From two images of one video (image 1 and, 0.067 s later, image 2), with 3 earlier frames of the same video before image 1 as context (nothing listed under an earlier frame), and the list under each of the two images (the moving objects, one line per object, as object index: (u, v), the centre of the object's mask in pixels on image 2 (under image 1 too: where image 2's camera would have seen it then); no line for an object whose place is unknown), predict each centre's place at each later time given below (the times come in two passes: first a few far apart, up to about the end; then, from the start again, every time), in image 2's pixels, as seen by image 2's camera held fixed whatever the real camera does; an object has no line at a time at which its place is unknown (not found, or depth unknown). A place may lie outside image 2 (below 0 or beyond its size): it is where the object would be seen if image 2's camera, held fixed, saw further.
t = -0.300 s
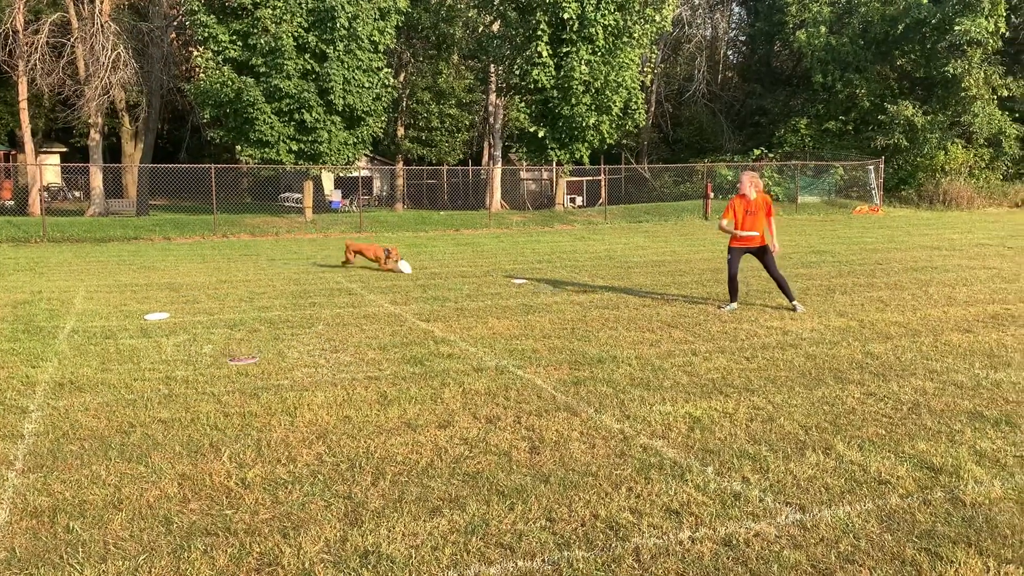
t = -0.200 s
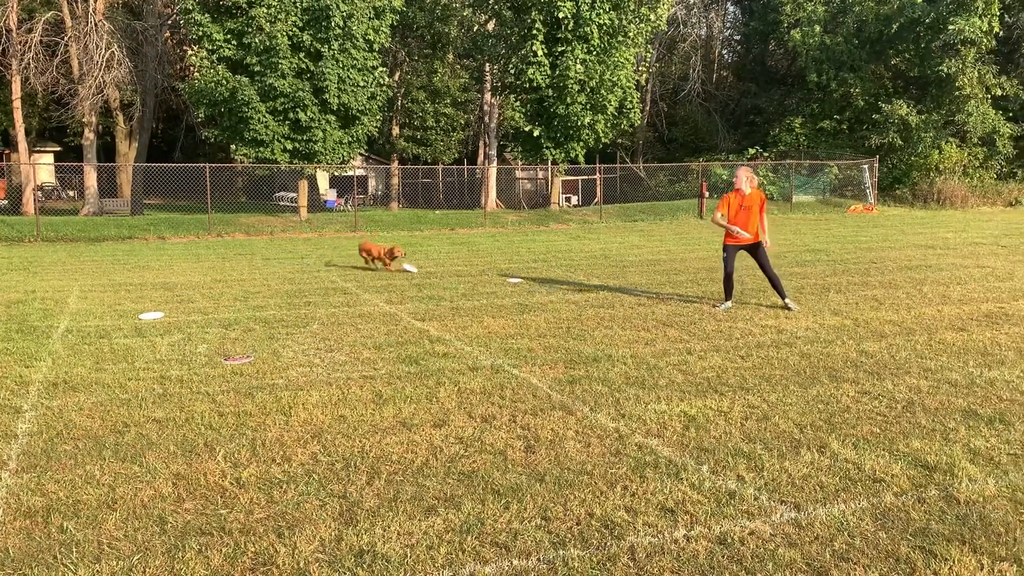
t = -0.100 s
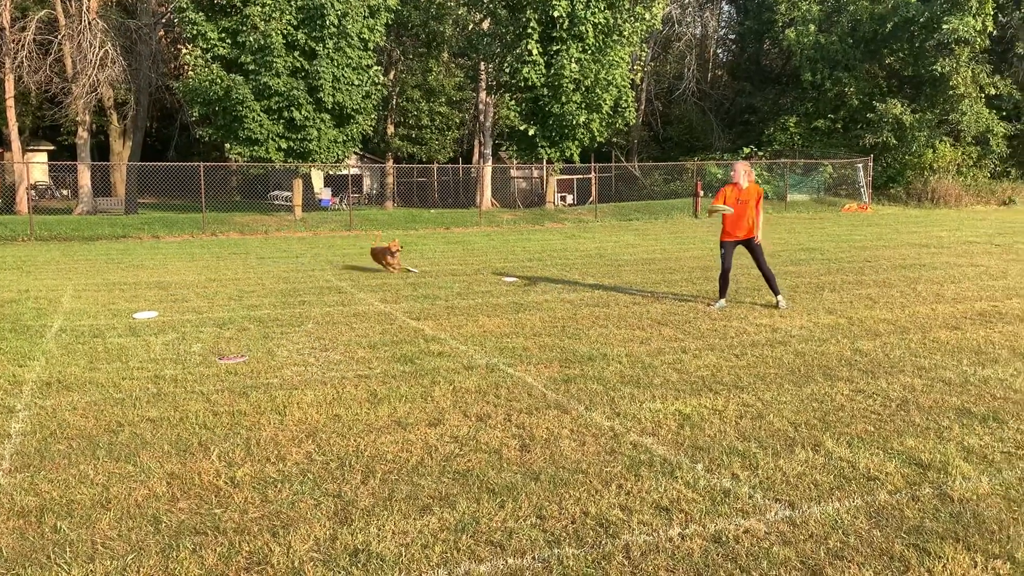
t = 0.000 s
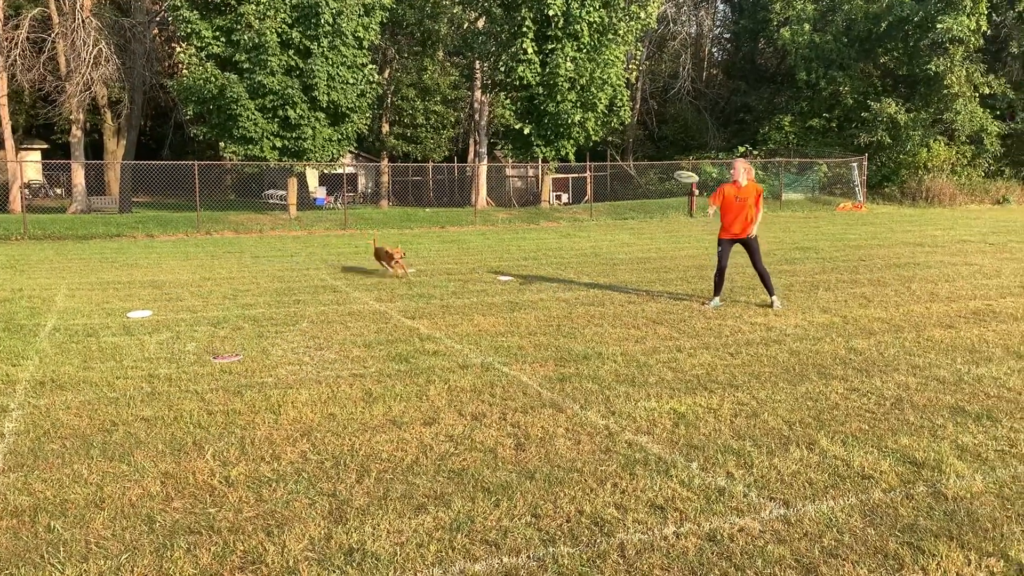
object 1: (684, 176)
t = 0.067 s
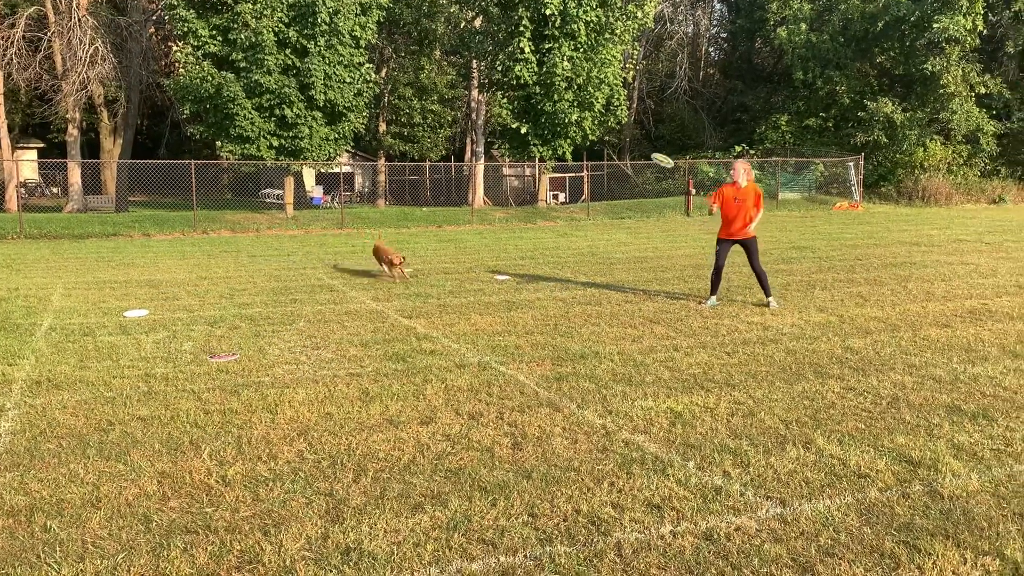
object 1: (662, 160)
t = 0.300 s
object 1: (586, 134)
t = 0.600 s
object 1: (487, 158)
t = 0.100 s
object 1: (652, 154)
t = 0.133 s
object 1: (640, 148)
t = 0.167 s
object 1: (629, 143)
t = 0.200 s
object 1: (618, 140)
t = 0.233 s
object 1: (607, 137)
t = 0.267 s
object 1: (596, 135)
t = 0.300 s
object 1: (586, 134)
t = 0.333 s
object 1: (574, 133)
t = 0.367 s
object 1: (562, 133)
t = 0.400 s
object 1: (552, 135)
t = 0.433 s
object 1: (540, 137)
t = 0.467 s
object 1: (530, 139)
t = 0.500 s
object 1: (519, 143)
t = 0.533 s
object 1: (508, 148)
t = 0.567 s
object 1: (498, 153)
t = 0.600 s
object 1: (487, 158)
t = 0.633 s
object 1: (477, 165)
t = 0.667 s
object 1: (464, 171)
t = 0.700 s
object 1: (456, 181)
